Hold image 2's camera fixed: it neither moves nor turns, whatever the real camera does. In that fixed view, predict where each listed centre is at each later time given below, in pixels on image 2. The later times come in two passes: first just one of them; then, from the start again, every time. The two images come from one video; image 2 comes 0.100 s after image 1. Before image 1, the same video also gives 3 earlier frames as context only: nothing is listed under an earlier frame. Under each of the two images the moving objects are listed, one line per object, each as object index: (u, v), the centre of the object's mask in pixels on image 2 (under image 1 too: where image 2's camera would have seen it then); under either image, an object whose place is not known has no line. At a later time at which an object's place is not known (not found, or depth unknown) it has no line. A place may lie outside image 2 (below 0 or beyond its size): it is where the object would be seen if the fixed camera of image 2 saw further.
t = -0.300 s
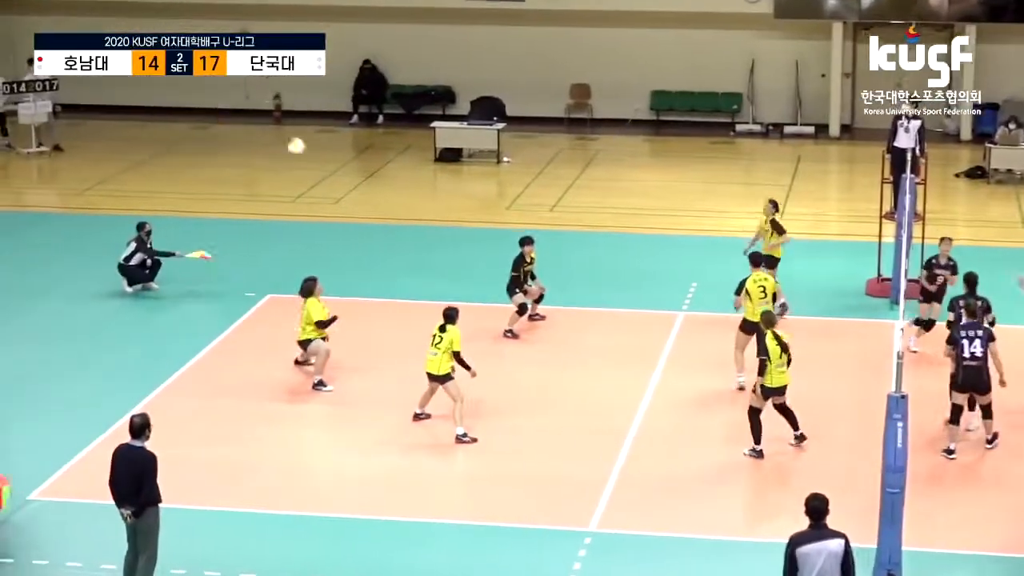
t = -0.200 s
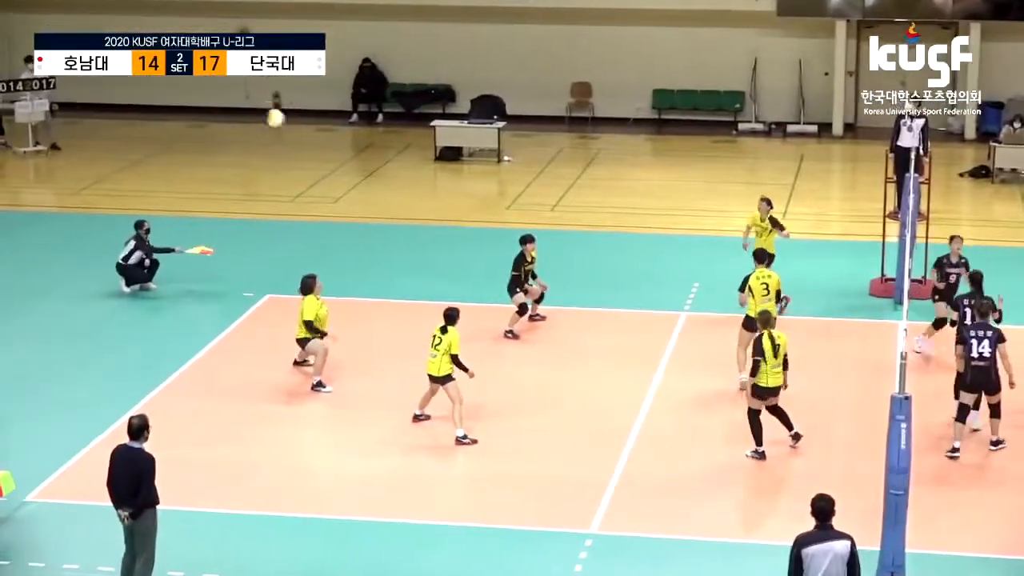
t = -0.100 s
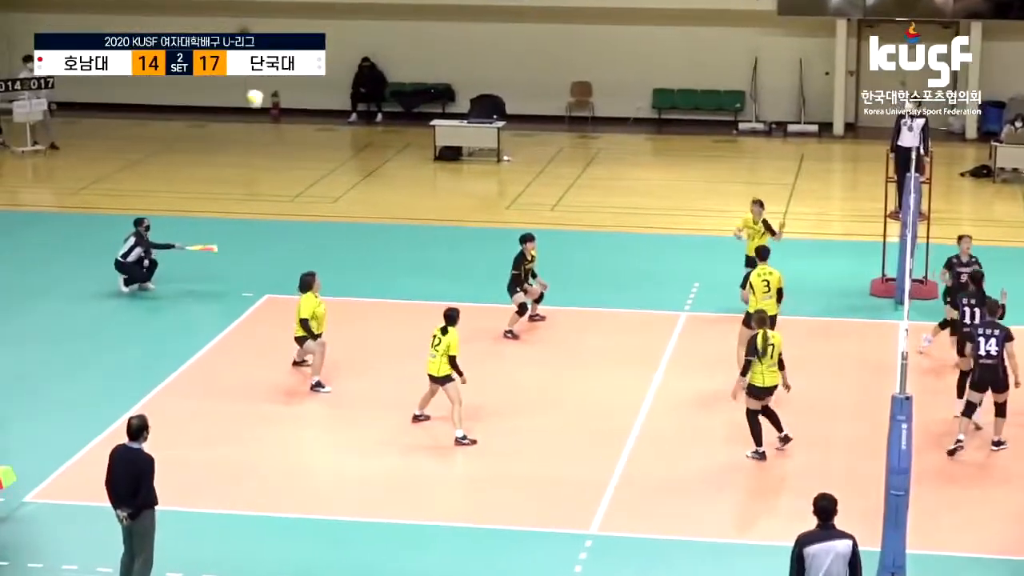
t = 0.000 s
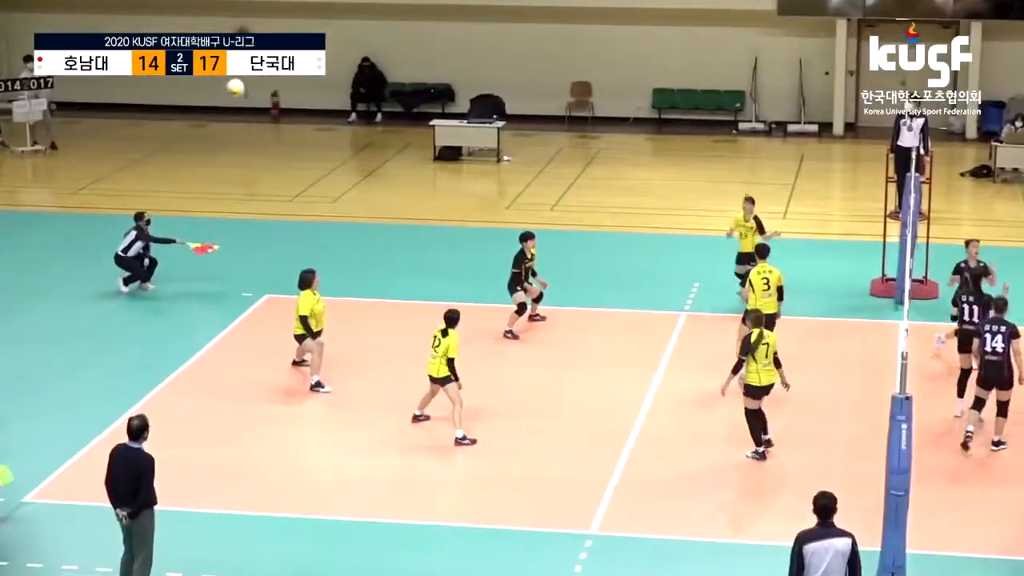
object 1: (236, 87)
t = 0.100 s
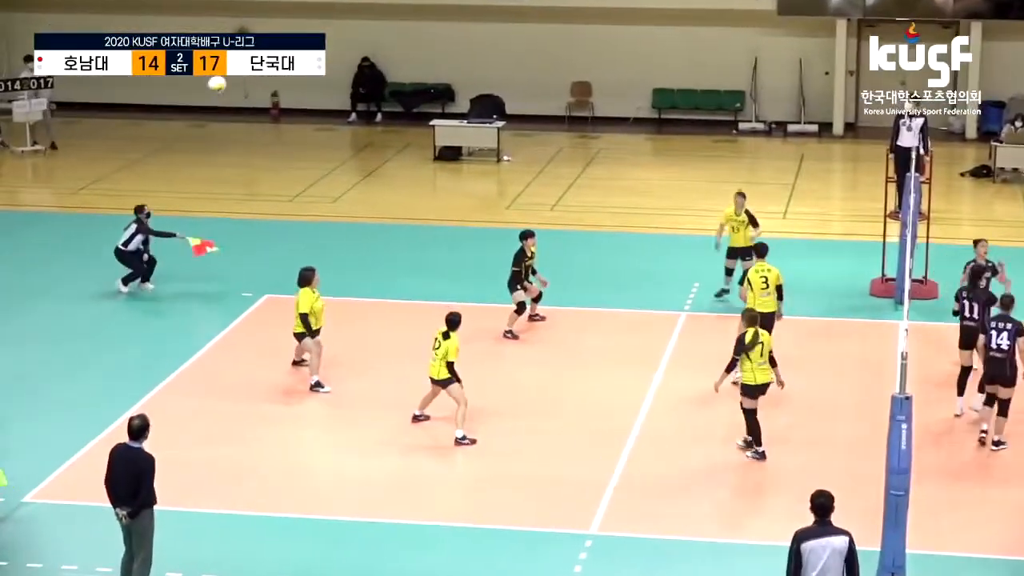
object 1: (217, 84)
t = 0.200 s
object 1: (198, 88)
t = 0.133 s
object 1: (211, 84)
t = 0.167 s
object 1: (204, 86)
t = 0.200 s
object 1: (198, 88)
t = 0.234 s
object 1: (192, 92)
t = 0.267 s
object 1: (186, 97)
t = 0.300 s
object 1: (180, 102)
